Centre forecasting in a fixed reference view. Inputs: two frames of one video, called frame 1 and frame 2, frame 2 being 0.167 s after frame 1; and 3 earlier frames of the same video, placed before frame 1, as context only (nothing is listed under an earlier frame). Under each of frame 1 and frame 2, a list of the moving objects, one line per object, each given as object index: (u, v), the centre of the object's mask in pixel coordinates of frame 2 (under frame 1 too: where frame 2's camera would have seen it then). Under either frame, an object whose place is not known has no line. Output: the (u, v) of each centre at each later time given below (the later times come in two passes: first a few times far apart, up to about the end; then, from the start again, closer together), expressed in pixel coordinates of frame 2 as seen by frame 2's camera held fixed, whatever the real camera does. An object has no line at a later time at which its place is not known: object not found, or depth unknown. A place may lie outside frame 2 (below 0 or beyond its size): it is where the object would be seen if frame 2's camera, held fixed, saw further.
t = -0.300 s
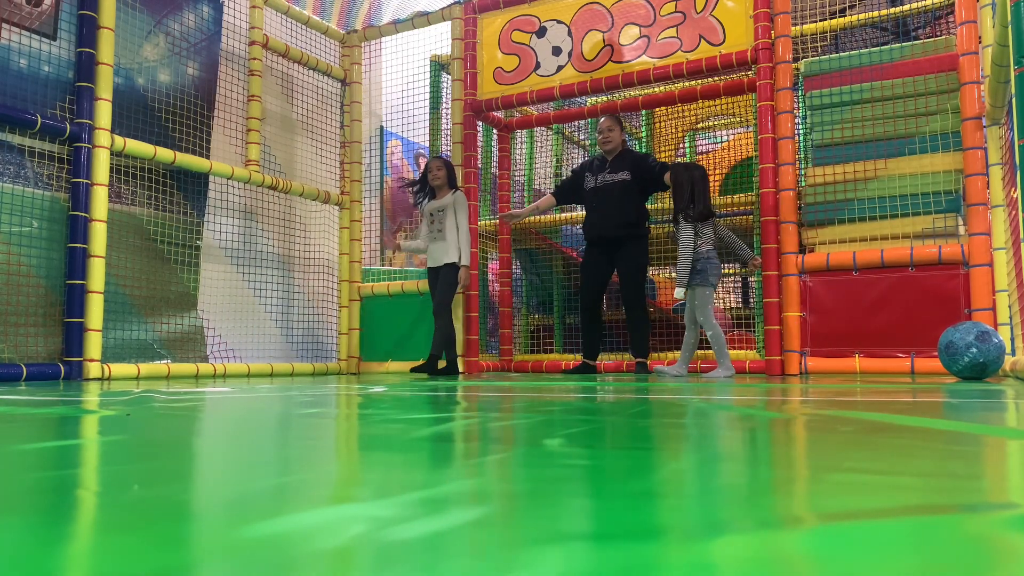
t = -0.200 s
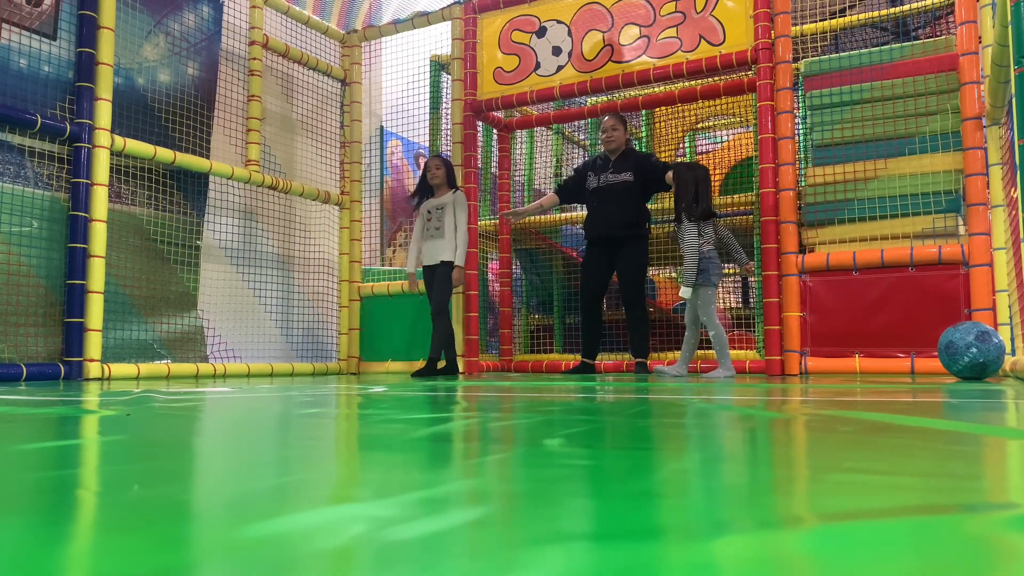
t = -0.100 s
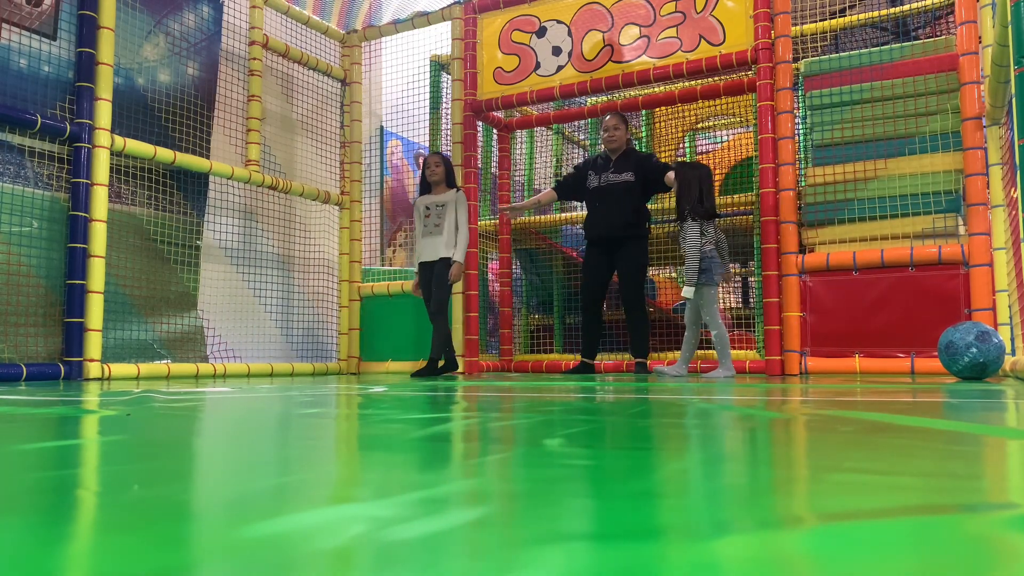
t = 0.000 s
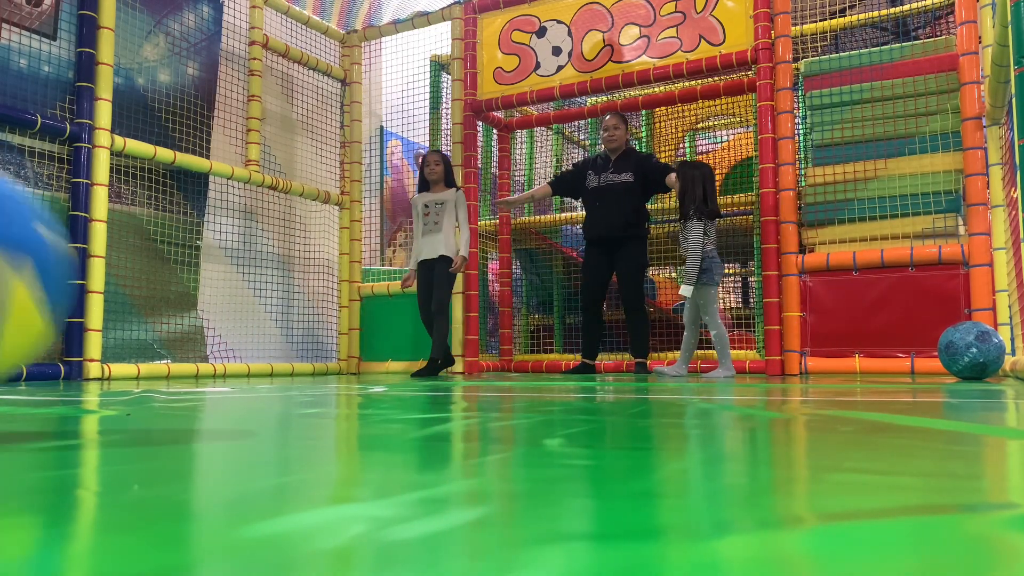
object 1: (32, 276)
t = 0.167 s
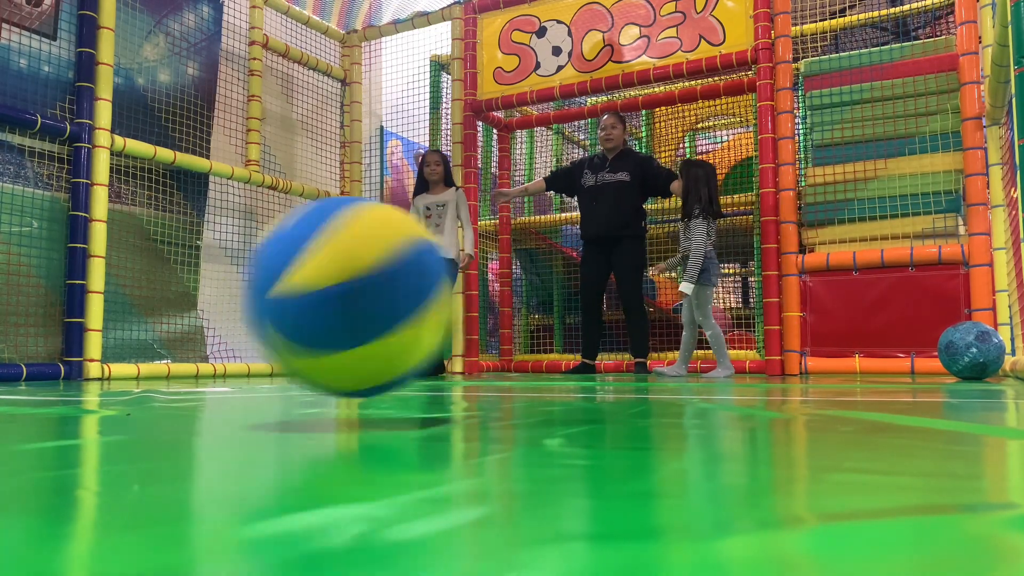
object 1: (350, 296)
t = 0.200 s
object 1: (421, 299)
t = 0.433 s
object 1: (760, 325)
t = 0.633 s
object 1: (962, 331)
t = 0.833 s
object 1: (977, 288)
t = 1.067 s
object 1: (981, 305)
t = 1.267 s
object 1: (971, 346)
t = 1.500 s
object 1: (907, 347)
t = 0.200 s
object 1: (421, 299)
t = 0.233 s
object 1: (451, 302)
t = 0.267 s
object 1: (536, 325)
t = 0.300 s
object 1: (594, 315)
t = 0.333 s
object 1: (618, 311)
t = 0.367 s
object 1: (691, 316)
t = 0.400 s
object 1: (739, 329)
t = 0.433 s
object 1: (760, 325)
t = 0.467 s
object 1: (817, 319)
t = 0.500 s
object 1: (856, 324)
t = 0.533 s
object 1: (872, 328)
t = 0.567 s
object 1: (923, 326)
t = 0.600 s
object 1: (953, 328)
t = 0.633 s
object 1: (962, 331)
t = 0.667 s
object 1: (982, 321)
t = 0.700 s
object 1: (981, 301)
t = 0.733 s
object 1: (980, 296)
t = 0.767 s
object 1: (979, 285)
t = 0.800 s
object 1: (978, 286)
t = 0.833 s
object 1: (977, 288)
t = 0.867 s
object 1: (976, 302)
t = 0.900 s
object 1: (975, 320)
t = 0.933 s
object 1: (975, 328)
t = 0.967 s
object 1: (977, 329)
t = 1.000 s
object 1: (978, 315)
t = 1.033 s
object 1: (979, 310)
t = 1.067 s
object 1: (981, 305)
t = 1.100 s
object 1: (983, 307)
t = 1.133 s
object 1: (984, 309)
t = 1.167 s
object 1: (986, 325)
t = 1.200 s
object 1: (986, 335)
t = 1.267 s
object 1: (971, 346)
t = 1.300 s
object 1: (960, 342)
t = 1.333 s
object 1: (956, 342)
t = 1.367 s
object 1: (942, 344)
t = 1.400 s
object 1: (932, 345)
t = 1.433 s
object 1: (927, 344)
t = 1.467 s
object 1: (915, 346)
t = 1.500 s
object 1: (907, 347)
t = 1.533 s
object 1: (902, 347)
